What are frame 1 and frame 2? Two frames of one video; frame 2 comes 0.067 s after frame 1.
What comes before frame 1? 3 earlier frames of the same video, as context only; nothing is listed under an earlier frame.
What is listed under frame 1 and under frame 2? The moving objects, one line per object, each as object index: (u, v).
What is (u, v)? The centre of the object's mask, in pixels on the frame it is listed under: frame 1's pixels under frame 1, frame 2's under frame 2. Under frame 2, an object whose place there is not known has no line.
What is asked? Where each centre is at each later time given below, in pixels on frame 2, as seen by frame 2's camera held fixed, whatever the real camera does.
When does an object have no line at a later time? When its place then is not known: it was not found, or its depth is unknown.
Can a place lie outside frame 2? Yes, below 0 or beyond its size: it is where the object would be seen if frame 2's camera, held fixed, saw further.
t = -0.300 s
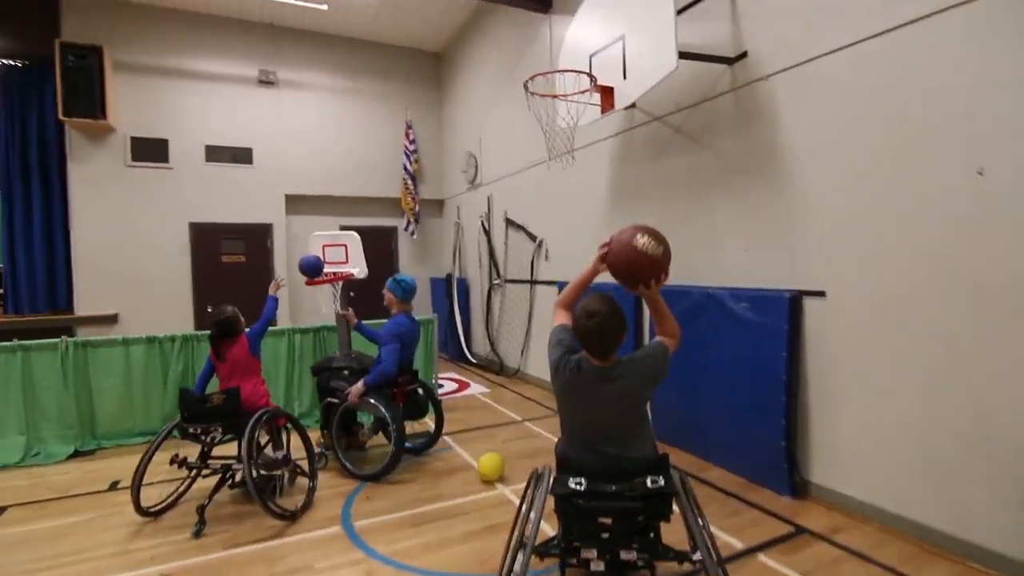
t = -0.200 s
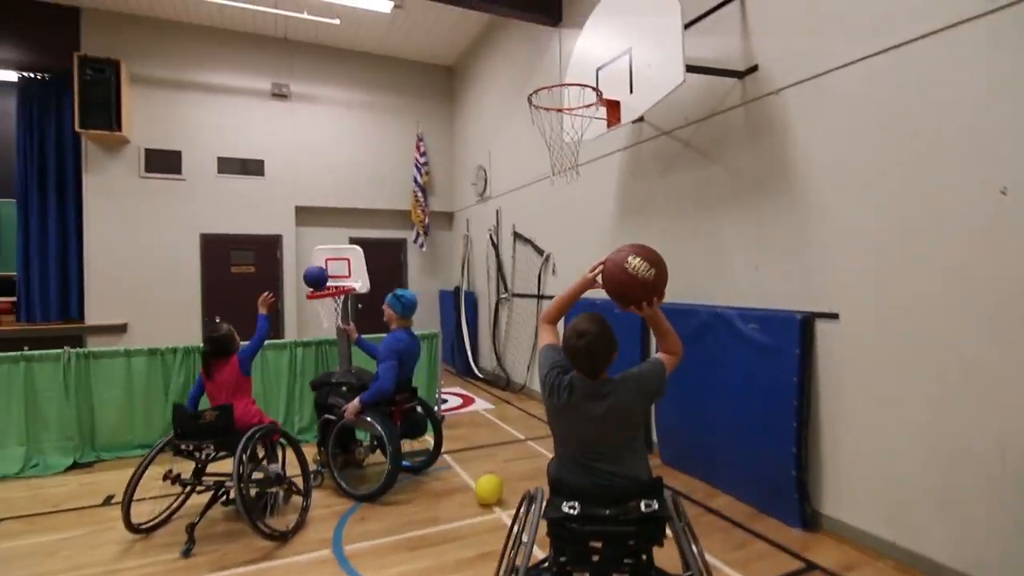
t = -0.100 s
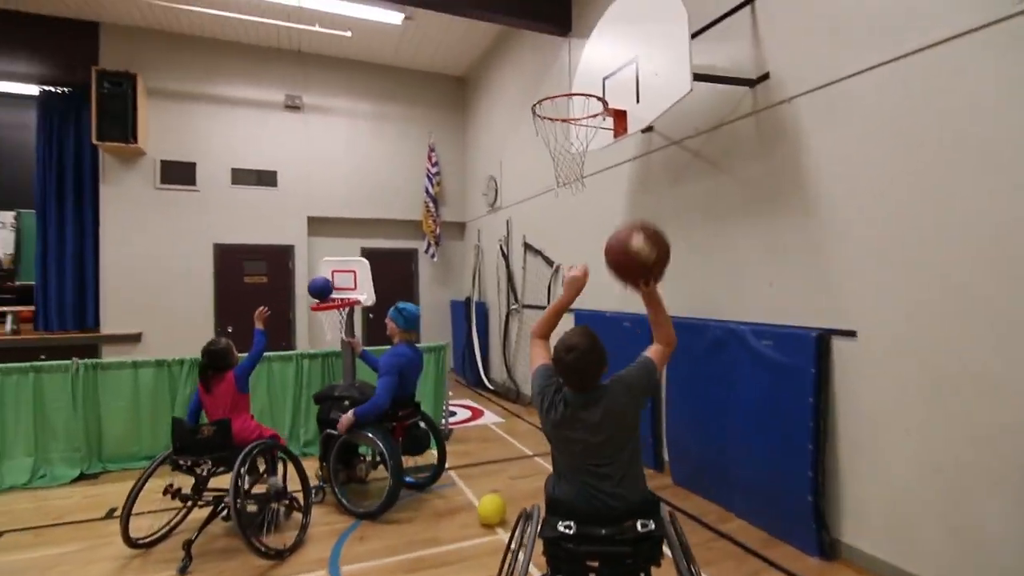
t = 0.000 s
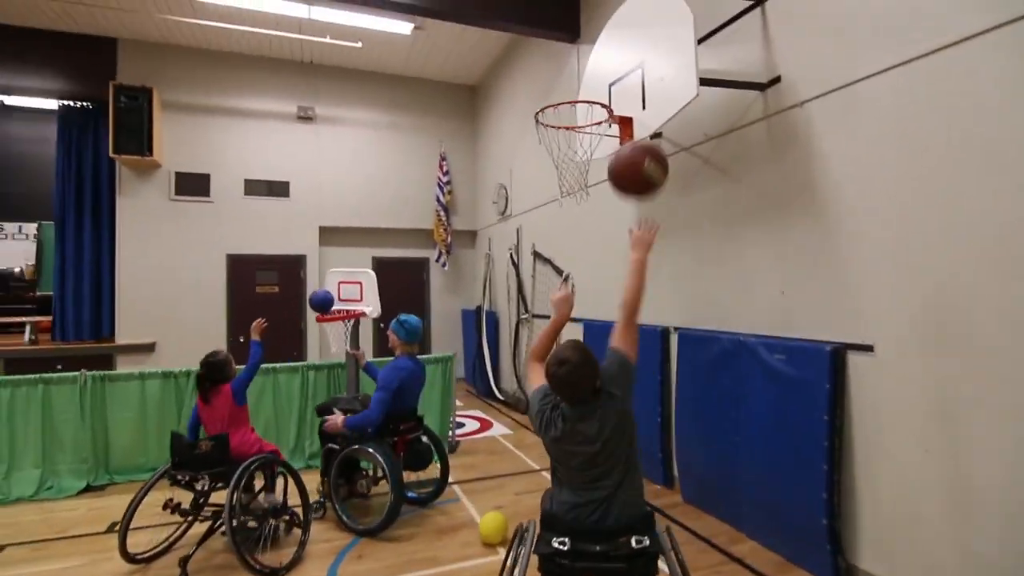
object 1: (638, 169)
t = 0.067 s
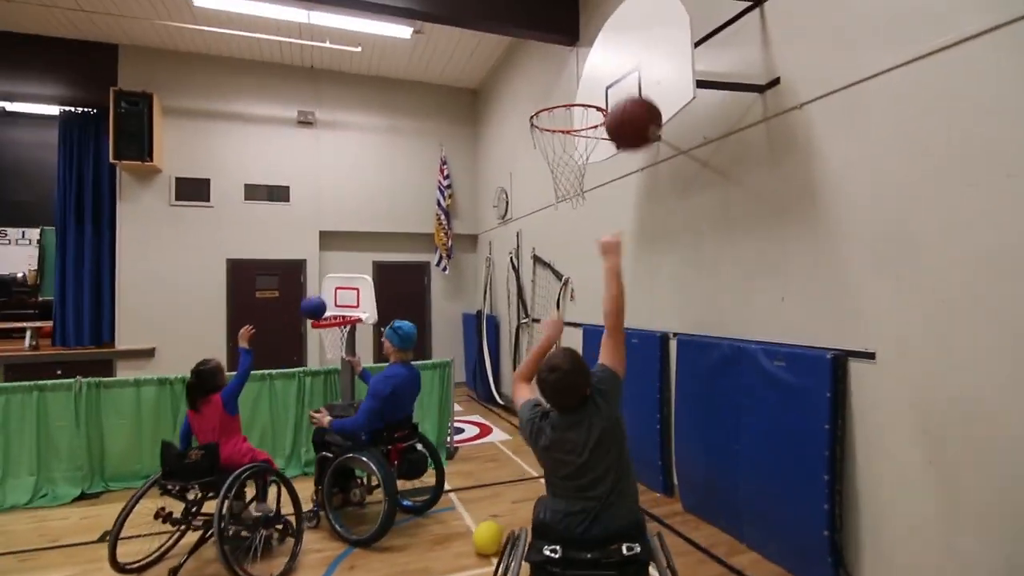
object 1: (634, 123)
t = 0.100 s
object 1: (634, 104)
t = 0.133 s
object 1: (634, 89)
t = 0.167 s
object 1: (635, 77)
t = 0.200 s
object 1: (637, 69)
